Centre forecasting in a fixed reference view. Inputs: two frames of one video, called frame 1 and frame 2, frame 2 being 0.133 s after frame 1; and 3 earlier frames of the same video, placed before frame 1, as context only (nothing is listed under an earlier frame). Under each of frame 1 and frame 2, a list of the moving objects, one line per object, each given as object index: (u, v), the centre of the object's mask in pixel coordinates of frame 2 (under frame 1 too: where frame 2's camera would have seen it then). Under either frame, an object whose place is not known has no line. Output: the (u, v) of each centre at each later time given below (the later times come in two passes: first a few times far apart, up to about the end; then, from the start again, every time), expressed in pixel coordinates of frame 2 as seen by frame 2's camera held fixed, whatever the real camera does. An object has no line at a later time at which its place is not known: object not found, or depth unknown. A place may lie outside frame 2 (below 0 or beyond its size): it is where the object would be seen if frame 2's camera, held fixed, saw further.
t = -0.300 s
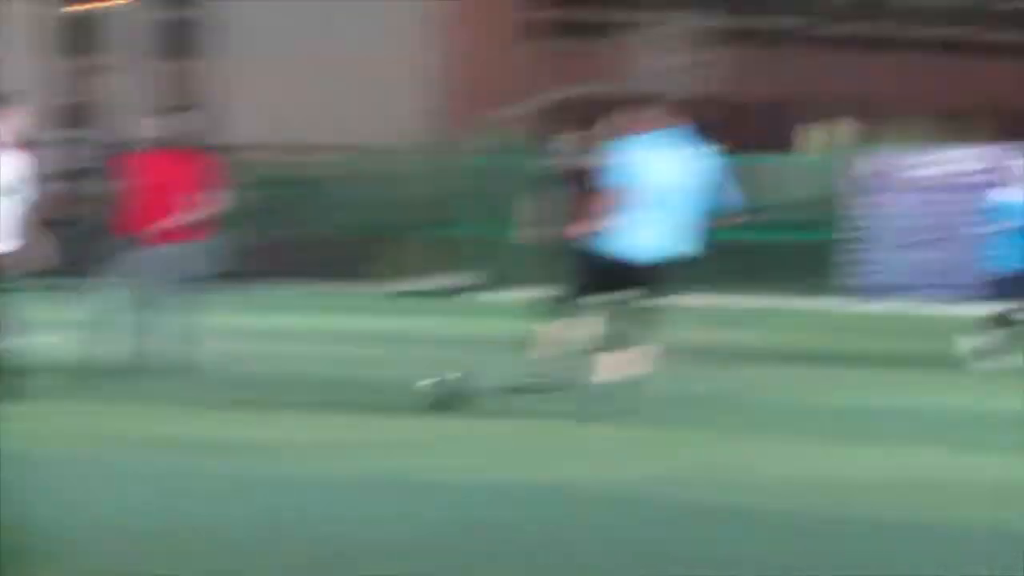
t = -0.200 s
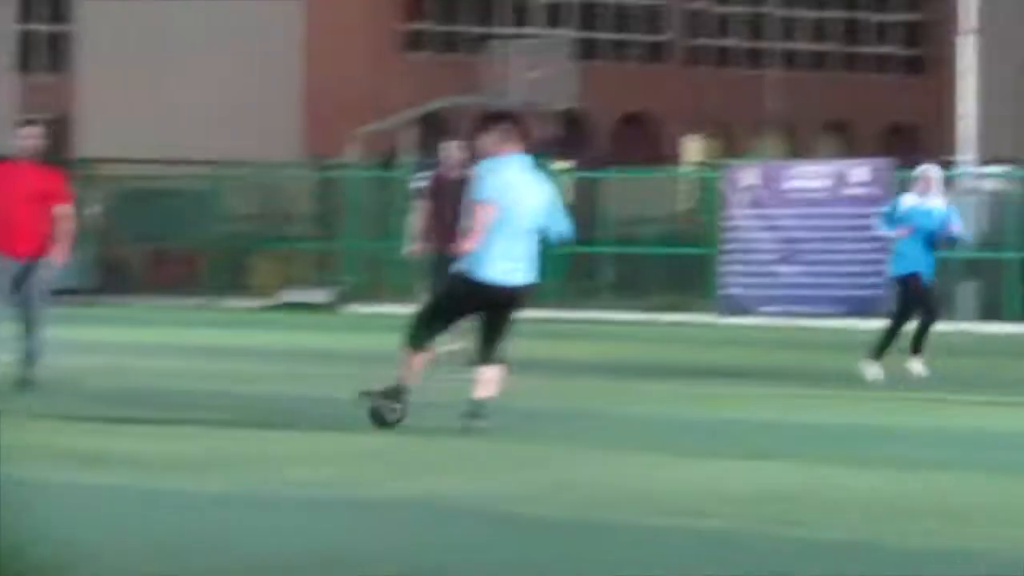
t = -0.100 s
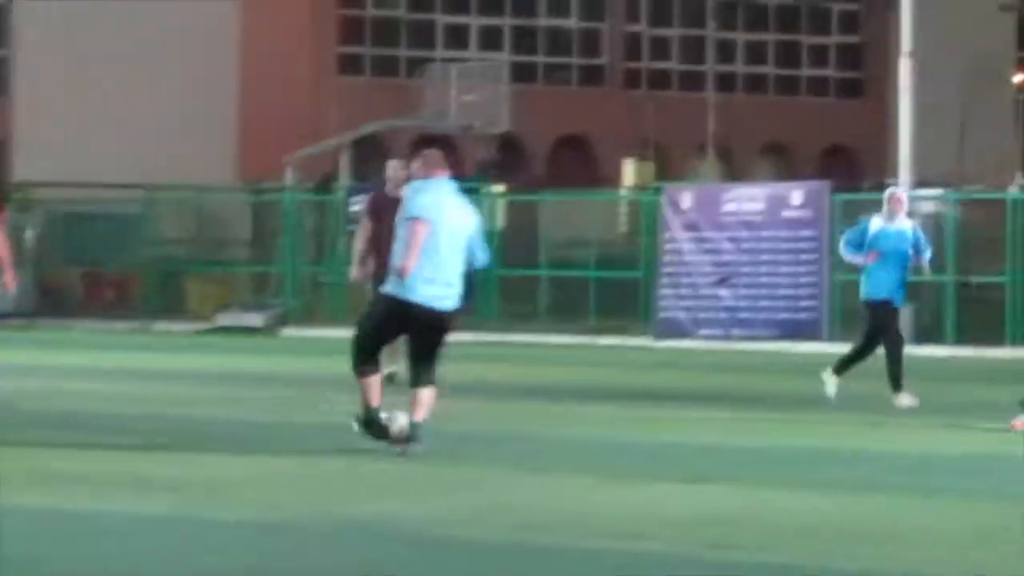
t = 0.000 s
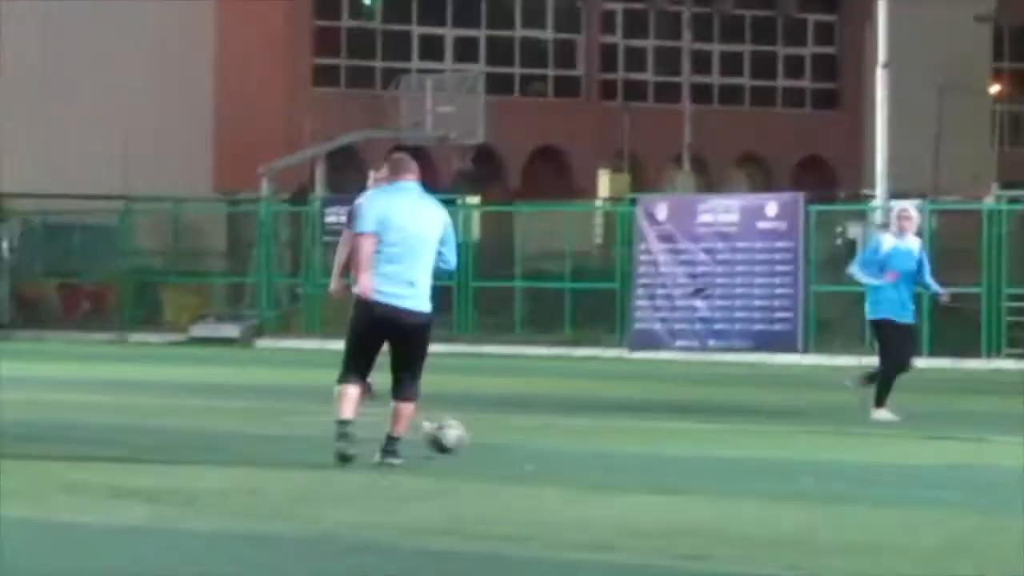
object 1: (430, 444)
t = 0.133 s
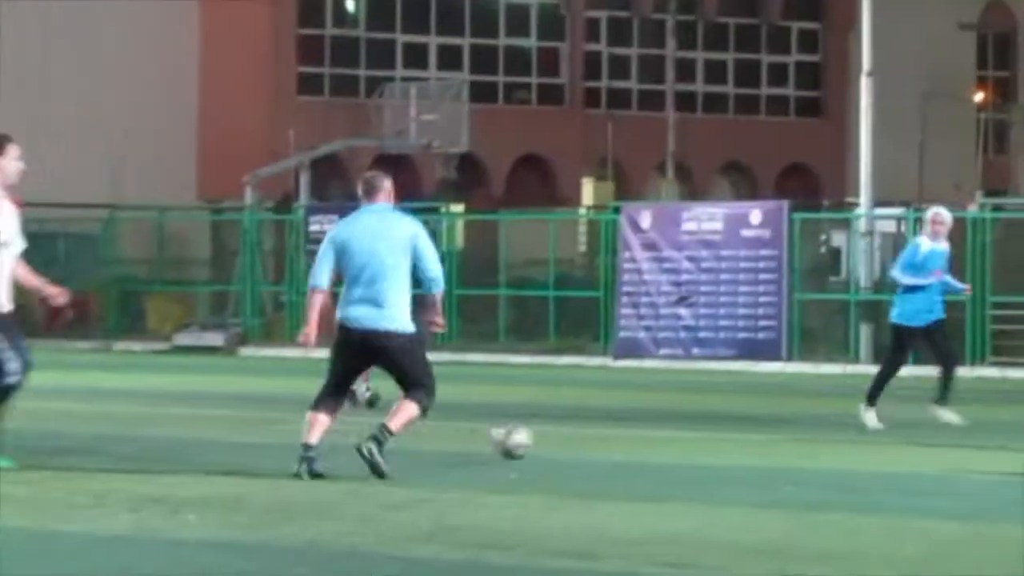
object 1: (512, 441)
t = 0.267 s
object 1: (586, 446)
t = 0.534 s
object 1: (714, 441)
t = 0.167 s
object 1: (530, 441)
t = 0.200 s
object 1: (549, 442)
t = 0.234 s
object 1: (567, 446)
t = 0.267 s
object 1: (586, 446)
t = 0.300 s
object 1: (602, 444)
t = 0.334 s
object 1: (619, 444)
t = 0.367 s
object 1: (635, 445)
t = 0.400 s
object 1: (651, 447)
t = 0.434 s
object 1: (668, 444)
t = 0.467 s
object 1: (683, 441)
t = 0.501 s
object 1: (698, 440)
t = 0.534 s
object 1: (714, 441)
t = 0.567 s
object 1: (729, 444)
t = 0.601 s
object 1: (744, 444)
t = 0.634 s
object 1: (757, 442)
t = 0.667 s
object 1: (772, 440)
